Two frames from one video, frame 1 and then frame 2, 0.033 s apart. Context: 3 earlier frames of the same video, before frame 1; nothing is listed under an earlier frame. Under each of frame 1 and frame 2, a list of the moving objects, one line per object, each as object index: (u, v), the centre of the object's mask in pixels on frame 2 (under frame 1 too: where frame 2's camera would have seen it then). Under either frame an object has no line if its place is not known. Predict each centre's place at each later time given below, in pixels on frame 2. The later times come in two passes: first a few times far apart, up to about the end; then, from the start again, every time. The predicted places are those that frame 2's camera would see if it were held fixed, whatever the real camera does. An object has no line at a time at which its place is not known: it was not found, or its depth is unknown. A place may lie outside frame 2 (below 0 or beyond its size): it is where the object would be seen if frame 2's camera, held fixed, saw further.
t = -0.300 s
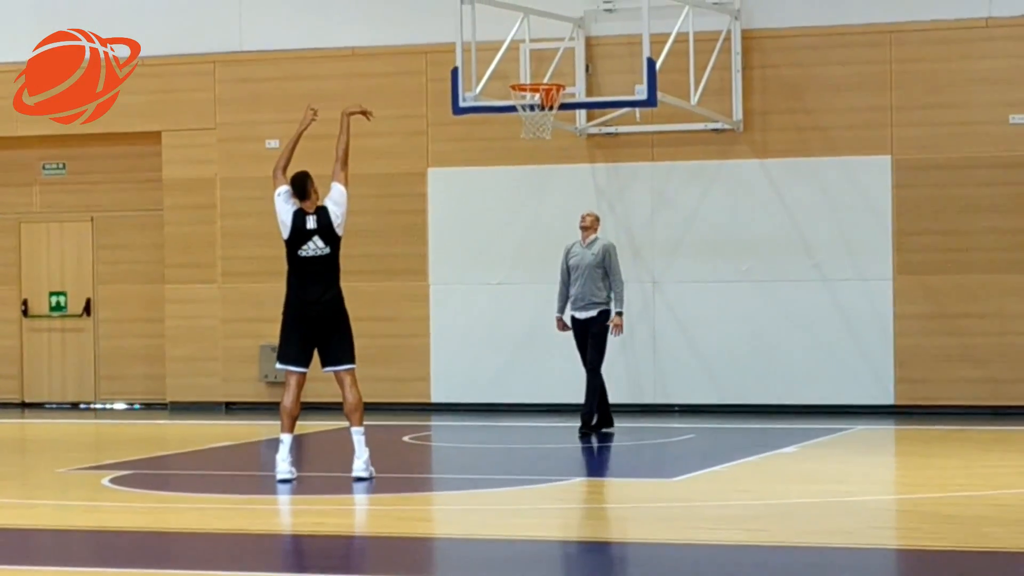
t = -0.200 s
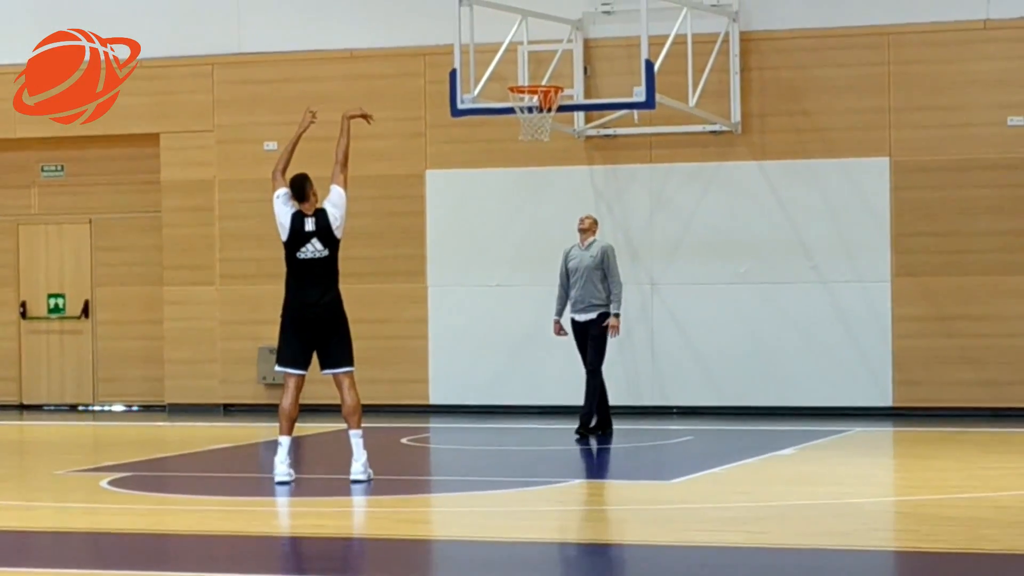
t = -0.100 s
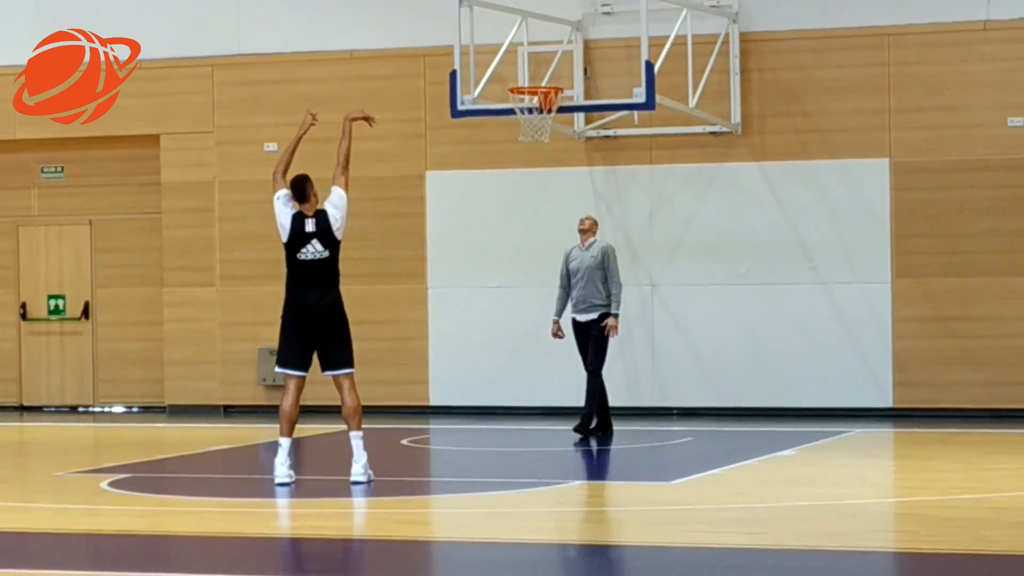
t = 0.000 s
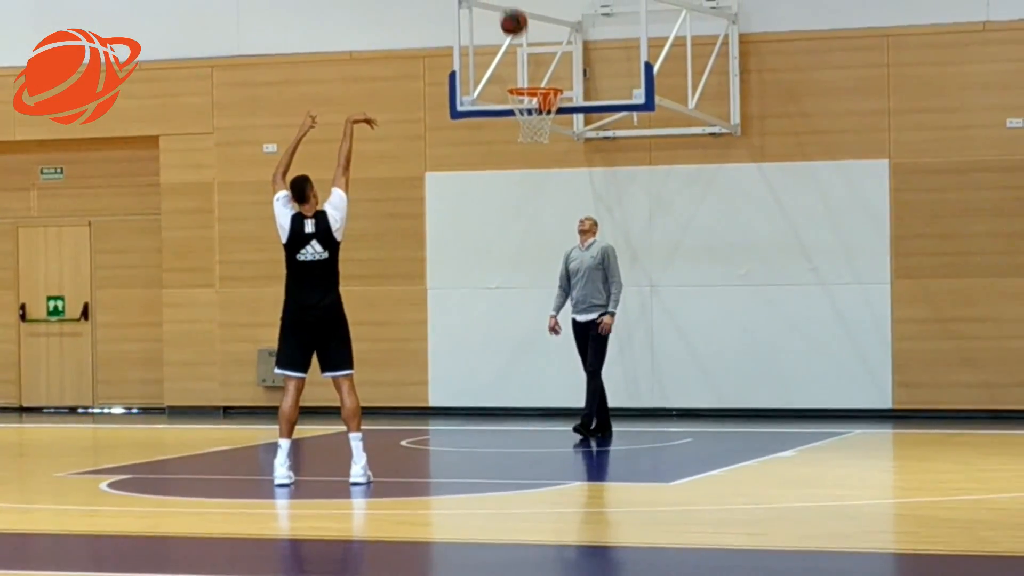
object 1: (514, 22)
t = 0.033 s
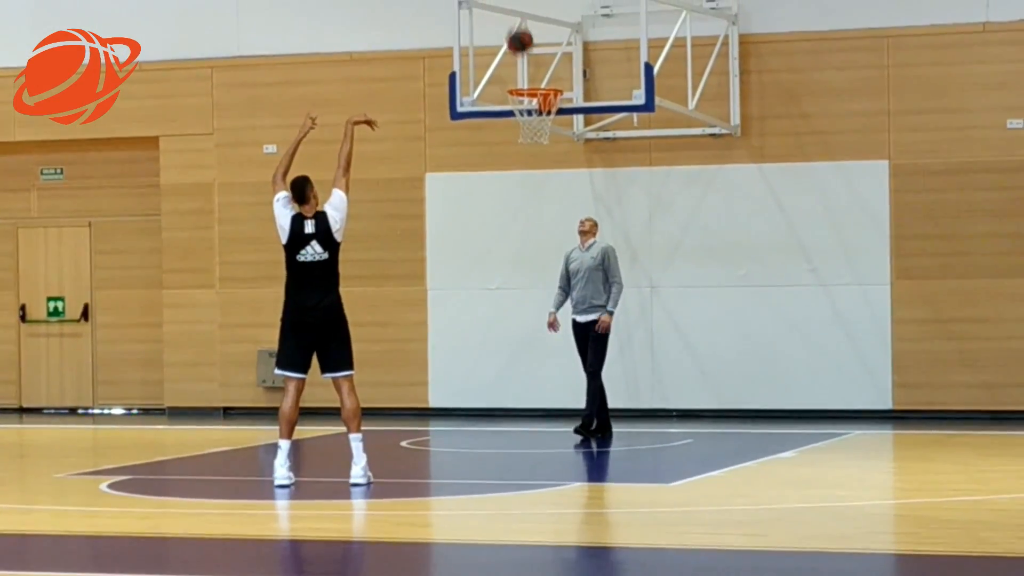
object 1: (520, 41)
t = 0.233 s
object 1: (542, 120)
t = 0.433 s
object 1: (542, 141)
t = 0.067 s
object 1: (526, 59)
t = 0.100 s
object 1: (532, 76)
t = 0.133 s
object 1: (539, 102)
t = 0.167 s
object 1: (540, 118)
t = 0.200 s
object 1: (542, 124)
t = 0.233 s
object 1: (542, 120)
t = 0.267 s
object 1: (543, 121)
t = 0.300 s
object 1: (543, 121)
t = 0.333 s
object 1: (542, 123)
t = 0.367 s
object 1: (542, 128)
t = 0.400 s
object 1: (542, 134)
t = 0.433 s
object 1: (542, 141)
